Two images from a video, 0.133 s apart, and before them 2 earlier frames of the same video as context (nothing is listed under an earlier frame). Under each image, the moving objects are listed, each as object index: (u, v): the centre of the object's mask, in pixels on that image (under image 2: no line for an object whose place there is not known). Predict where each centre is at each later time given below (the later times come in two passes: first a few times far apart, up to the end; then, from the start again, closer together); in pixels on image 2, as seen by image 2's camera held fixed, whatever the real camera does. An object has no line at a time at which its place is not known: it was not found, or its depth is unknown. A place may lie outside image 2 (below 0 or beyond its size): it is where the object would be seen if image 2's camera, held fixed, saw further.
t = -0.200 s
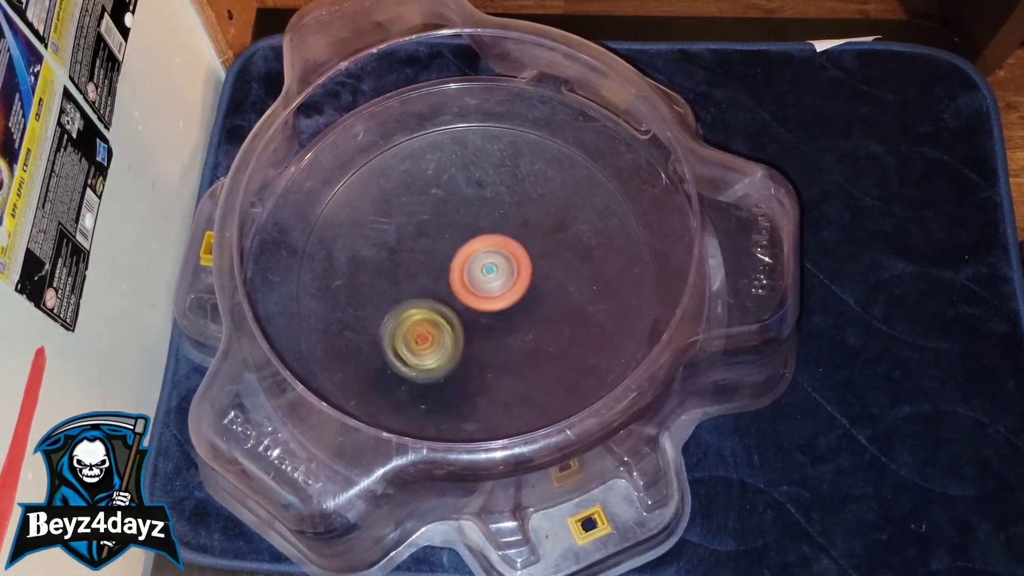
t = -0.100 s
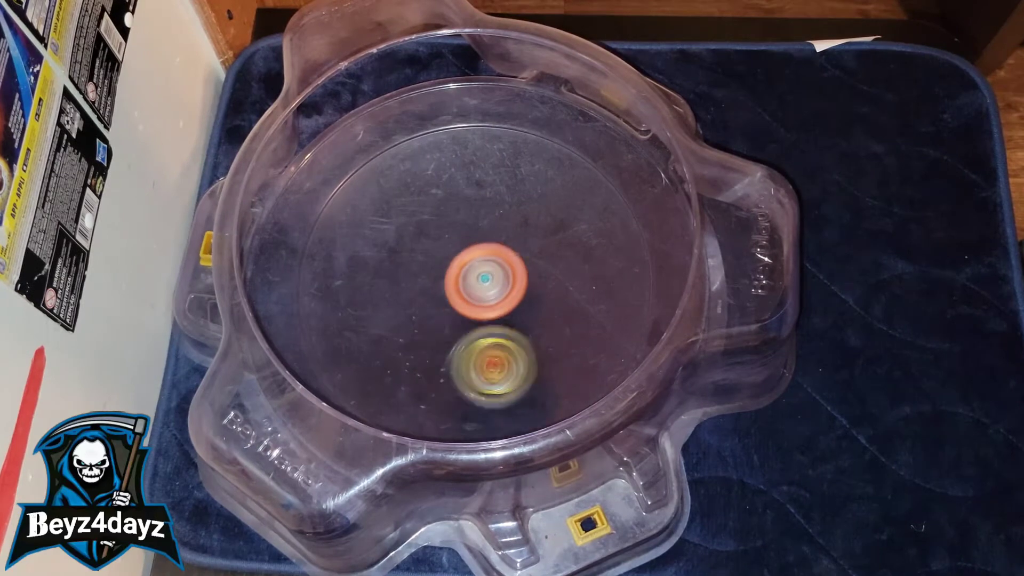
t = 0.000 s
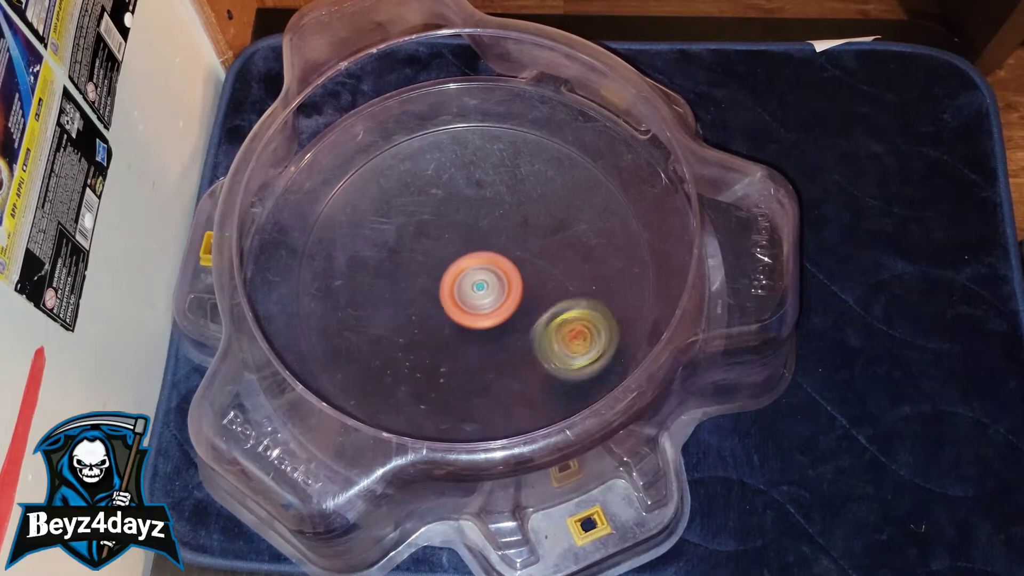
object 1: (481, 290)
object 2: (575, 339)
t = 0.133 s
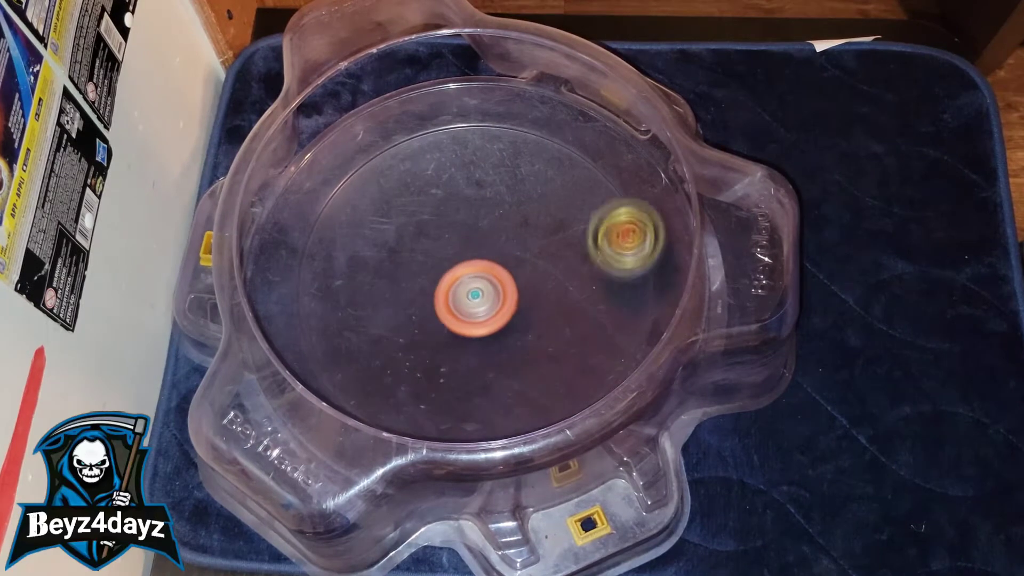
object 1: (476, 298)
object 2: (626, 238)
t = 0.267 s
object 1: (471, 304)
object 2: (568, 146)
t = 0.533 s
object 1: (461, 312)
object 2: (368, 244)
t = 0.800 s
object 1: (458, 307)
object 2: (471, 411)
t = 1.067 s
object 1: (452, 290)
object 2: (606, 268)
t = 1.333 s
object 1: (443, 273)
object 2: (411, 194)
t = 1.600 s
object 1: (439, 261)
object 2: (342, 356)
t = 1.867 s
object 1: (445, 252)
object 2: (539, 333)
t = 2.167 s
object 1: (450, 255)
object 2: (473, 147)
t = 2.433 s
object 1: (466, 266)
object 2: (340, 243)
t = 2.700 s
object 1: (492, 259)
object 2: (504, 355)
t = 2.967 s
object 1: (495, 251)
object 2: (609, 227)
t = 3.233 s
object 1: (442, 317)
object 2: (493, 111)
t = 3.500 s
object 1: (453, 350)
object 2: (377, 209)
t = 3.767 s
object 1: (504, 389)
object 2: (426, 268)
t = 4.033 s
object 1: (527, 371)
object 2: (468, 197)
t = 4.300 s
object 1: (521, 330)
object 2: (432, 263)
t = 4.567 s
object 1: (537, 321)
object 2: (444, 215)
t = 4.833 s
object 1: (533, 288)
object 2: (400, 280)
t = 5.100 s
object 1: (577, 247)
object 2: (473, 288)
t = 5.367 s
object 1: (565, 220)
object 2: (439, 222)
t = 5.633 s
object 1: (536, 218)
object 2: (449, 304)
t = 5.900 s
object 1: (517, 210)
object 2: (532, 314)
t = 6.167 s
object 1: (475, 205)
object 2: (512, 307)
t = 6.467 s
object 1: (439, 216)
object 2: (499, 340)
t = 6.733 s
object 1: (418, 233)
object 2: (425, 314)
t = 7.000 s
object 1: (414, 252)
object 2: (439, 327)
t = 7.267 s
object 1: (421, 225)
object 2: (519, 304)
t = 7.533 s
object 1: (413, 220)
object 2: (508, 244)
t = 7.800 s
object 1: (408, 228)
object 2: (520, 243)
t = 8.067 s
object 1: (426, 248)
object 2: (498, 301)
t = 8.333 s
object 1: (432, 249)
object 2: (523, 338)
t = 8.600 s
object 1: (427, 226)
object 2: (590, 342)
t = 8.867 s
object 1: (425, 242)
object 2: (517, 290)
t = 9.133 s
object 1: (408, 233)
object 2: (494, 273)
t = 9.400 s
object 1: (397, 234)
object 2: (506, 285)
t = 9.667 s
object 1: (411, 243)
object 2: (490, 271)
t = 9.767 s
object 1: (407, 237)
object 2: (508, 289)
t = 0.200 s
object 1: (473, 302)
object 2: (611, 184)
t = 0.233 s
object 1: (472, 303)
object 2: (592, 161)
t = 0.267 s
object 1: (471, 304)
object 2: (568, 146)
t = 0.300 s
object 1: (469, 306)
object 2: (540, 137)
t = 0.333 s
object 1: (468, 307)
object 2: (508, 133)
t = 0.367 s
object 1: (467, 308)
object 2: (477, 138)
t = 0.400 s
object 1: (466, 309)
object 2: (447, 149)
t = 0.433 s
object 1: (465, 310)
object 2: (419, 168)
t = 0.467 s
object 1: (463, 311)
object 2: (396, 190)
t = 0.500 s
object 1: (462, 311)
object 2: (379, 216)
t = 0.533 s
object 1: (461, 312)
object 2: (368, 244)
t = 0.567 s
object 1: (460, 312)
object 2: (362, 274)
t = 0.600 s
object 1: (459, 312)
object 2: (364, 302)
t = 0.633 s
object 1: (458, 312)
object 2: (372, 330)
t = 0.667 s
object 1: (458, 312)
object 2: (384, 355)
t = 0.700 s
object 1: (459, 311)
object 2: (398, 378)
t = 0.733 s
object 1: (459, 310)
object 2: (419, 396)
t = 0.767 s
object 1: (459, 309)
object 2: (444, 406)
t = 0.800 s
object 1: (458, 307)
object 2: (471, 411)
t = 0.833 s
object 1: (458, 305)
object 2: (501, 410)
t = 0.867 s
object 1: (457, 303)
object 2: (530, 403)
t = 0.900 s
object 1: (456, 301)
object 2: (557, 391)
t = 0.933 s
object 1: (456, 299)
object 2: (582, 374)
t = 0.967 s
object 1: (455, 297)
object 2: (601, 351)
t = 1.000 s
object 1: (454, 295)
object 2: (612, 325)
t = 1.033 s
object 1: (453, 292)
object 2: (613, 296)
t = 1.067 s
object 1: (452, 290)
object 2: (606, 268)
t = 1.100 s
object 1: (451, 288)
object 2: (592, 242)
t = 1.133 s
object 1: (450, 285)
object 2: (574, 220)
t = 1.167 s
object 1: (449, 283)
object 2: (550, 203)
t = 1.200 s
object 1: (447, 281)
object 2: (523, 191)
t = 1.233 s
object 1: (446, 279)
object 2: (493, 183)
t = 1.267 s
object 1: (445, 277)
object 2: (466, 182)
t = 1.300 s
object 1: (444, 275)
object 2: (438, 186)
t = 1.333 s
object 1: (443, 273)
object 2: (411, 194)
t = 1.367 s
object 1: (442, 271)
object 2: (388, 206)
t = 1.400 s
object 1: (442, 270)
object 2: (365, 223)
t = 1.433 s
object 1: (441, 268)
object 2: (347, 243)
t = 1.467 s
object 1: (440, 266)
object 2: (334, 263)
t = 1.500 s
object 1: (440, 265)
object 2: (327, 286)
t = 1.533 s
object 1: (439, 264)
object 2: (325, 309)
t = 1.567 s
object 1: (439, 263)
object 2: (330, 333)
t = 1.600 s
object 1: (439, 261)
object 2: (342, 356)
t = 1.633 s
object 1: (439, 260)
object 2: (361, 376)
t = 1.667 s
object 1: (440, 258)
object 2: (387, 390)
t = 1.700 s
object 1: (440, 257)
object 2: (416, 398)
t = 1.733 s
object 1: (440, 256)
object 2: (447, 398)
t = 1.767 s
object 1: (441, 255)
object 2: (477, 390)
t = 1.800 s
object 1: (442, 254)
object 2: (503, 375)
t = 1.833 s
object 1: (443, 253)
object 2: (525, 355)
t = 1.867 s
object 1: (445, 252)
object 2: (539, 333)
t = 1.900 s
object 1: (446, 252)
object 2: (548, 307)
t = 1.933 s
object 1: (448, 251)
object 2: (550, 281)
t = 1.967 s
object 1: (450, 251)
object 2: (547, 255)
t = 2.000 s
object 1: (452, 250)
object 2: (540, 233)
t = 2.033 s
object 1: (453, 250)
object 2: (529, 212)
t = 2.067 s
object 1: (449, 250)
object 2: (520, 190)
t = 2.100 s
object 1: (449, 251)
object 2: (508, 172)
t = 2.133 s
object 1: (449, 253)
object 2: (492, 158)
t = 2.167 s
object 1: (450, 255)
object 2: (473, 147)
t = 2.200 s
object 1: (451, 257)
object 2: (451, 141)
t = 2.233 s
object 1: (453, 258)
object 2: (427, 140)
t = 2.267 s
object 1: (454, 260)
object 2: (403, 147)
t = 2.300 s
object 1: (456, 261)
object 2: (381, 157)
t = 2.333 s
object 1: (458, 263)
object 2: (362, 172)
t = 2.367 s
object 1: (460, 264)
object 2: (348, 193)
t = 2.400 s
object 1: (463, 265)
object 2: (340, 217)
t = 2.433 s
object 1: (466, 266)
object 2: (340, 243)
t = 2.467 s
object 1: (468, 267)
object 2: (348, 269)
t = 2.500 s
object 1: (470, 267)
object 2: (362, 293)
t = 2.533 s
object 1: (472, 268)
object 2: (381, 312)
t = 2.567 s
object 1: (475, 268)
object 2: (404, 327)
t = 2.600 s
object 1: (479, 269)
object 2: (431, 337)
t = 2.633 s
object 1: (482, 267)
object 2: (456, 343)
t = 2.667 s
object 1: (489, 262)
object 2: (479, 352)
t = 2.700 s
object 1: (492, 259)
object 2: (504, 355)
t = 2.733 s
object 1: (494, 257)
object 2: (528, 352)
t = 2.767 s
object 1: (494, 255)
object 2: (552, 344)
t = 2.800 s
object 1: (494, 254)
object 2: (573, 331)
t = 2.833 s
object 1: (494, 253)
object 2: (591, 315)
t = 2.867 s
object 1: (495, 253)
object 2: (604, 295)
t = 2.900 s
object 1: (496, 252)
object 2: (612, 273)
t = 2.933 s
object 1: (495, 251)
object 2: (614, 249)
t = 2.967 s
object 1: (495, 251)
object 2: (609, 227)
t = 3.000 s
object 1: (495, 250)
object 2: (599, 208)
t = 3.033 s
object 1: (493, 249)
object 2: (582, 193)
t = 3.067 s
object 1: (493, 249)
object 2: (561, 182)
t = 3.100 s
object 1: (492, 250)
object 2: (537, 177)
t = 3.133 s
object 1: (485, 260)
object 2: (521, 168)
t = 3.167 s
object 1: (467, 283)
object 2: (515, 139)
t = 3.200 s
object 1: (453, 302)
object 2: (505, 120)
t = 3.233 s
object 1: (442, 317)
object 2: (493, 111)
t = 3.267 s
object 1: (436, 327)
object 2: (477, 116)
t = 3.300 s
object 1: (434, 334)
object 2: (460, 122)
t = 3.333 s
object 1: (435, 339)
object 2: (441, 129)
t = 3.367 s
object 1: (439, 342)
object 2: (421, 138)
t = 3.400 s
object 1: (442, 344)
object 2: (404, 151)
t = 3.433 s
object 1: (446, 347)
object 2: (389, 166)
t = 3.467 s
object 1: (450, 349)
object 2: (380, 187)
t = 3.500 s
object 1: (453, 350)
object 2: (377, 209)
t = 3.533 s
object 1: (455, 351)
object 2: (379, 233)
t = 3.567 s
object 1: (457, 351)
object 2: (385, 255)
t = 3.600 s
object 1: (459, 350)
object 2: (395, 274)
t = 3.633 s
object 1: (463, 352)
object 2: (409, 289)
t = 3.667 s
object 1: (479, 370)
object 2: (409, 279)
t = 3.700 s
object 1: (492, 382)
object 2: (412, 270)
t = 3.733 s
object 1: (500, 388)
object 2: (418, 268)
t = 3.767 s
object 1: (504, 389)
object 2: (426, 268)
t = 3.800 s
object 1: (509, 389)
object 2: (436, 266)
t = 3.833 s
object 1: (512, 388)
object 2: (447, 262)
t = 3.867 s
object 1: (516, 387)
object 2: (459, 254)
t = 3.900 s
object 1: (519, 385)
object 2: (468, 244)
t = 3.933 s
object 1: (522, 382)
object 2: (474, 232)
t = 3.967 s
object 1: (524, 379)
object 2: (476, 220)
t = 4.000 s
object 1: (526, 375)
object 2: (474, 207)
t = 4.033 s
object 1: (527, 371)
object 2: (468, 197)
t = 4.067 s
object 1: (527, 366)
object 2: (459, 190)
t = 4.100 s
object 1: (528, 361)
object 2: (448, 188)
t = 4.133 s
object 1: (527, 356)
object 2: (435, 192)
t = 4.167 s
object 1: (527, 351)
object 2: (425, 200)
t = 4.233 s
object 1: (524, 341)
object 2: (417, 232)
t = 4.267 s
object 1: (523, 335)
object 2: (421, 248)
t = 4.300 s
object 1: (521, 330)
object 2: (432, 263)
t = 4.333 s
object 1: (519, 325)
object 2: (448, 275)
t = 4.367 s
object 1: (525, 326)
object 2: (456, 276)
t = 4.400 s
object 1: (529, 326)
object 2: (464, 274)
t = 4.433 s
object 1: (530, 326)
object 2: (470, 268)
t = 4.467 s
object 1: (534, 330)
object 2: (468, 251)
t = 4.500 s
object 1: (536, 329)
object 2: (463, 237)
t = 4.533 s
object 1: (537, 325)
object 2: (454, 224)
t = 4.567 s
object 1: (537, 321)
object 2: (444, 215)
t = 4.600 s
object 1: (537, 317)
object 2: (430, 209)
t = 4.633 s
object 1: (538, 313)
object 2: (415, 207)
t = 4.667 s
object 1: (537, 309)
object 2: (401, 212)
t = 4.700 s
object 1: (537, 304)
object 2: (388, 221)
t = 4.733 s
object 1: (536, 300)
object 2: (382, 235)
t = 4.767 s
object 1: (535, 296)
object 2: (382, 251)
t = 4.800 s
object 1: (535, 292)
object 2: (388, 267)
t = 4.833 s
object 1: (533, 288)
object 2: (400, 280)
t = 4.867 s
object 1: (532, 283)
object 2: (416, 291)
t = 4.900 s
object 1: (530, 280)
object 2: (435, 297)
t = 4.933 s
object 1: (534, 276)
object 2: (449, 298)
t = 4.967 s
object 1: (556, 269)
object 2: (447, 299)
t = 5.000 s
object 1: (570, 263)
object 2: (449, 300)
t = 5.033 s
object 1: (577, 257)
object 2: (456, 298)
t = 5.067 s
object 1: (579, 252)
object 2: (465, 295)
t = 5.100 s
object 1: (577, 247)
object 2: (473, 288)
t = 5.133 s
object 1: (576, 242)
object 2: (480, 278)
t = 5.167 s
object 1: (576, 238)
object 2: (485, 265)
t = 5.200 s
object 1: (574, 234)
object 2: (485, 253)
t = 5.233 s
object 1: (573, 230)
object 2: (481, 243)
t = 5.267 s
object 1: (571, 227)
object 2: (473, 233)
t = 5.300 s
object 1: (569, 224)
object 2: (463, 225)
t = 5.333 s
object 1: (567, 222)
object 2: (452, 221)
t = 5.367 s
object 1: (565, 220)
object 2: (439, 222)
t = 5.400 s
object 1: (562, 218)
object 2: (427, 228)
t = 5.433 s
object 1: (559, 217)
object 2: (417, 237)
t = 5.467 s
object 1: (556, 217)
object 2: (412, 248)
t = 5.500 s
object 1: (552, 216)
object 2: (410, 262)
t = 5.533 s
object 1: (548, 216)
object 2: (414, 276)
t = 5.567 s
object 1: (544, 217)
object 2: (422, 289)
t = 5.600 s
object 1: (540, 218)
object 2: (434, 298)
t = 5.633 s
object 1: (536, 218)
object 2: (449, 304)
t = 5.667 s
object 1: (532, 220)
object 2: (466, 306)
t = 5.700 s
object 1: (527, 223)
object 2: (483, 304)
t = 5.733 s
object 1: (523, 223)
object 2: (497, 300)
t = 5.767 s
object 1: (526, 214)
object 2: (502, 306)
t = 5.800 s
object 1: (526, 209)
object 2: (509, 312)
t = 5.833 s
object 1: (524, 208)
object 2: (517, 314)
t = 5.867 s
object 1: (521, 209)
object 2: (524, 315)
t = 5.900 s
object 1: (517, 210)
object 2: (532, 314)
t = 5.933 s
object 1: (512, 212)
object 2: (537, 310)
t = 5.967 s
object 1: (508, 213)
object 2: (540, 303)
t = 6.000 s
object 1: (504, 215)
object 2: (540, 296)
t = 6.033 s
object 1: (499, 217)
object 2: (536, 287)
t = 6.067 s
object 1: (492, 211)
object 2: (532, 288)
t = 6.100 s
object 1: (485, 205)
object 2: (525, 293)
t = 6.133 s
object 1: (480, 204)
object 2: (519, 300)
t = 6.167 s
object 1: (475, 205)
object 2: (512, 307)
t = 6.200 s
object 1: (471, 205)
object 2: (506, 315)
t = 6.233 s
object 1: (466, 206)
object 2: (502, 323)
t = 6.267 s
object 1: (462, 207)
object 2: (499, 331)
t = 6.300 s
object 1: (458, 209)
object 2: (497, 338)
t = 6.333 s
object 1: (453, 209)
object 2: (495, 344)
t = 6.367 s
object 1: (450, 211)
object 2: (497, 348)
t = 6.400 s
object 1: (446, 212)
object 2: (499, 349)
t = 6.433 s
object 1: (442, 214)
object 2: (500, 346)
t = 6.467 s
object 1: (439, 216)
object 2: (499, 340)
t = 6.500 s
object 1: (436, 218)
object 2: (495, 333)
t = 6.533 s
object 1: (433, 220)
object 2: (488, 327)
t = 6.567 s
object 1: (430, 223)
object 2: (478, 320)
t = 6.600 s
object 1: (427, 225)
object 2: (468, 315)
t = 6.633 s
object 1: (424, 227)
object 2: (457, 312)
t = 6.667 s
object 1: (422, 230)
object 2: (446, 310)
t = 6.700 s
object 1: (420, 233)
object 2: (435, 309)
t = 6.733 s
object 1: (418, 233)
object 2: (425, 314)
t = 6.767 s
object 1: (417, 235)
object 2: (417, 318)
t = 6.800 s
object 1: (416, 238)
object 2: (410, 323)
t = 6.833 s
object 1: (415, 240)
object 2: (407, 328)
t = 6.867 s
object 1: (414, 242)
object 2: (408, 333)
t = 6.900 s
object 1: (414, 244)
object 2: (413, 337)
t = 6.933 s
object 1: (414, 247)
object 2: (421, 337)
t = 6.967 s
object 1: (414, 249)
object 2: (430, 334)
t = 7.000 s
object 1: (414, 252)
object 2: (439, 327)
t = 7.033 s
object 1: (413, 243)
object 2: (448, 330)
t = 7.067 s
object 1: (412, 230)
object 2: (459, 337)
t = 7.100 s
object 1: (413, 222)
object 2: (472, 339)
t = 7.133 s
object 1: (415, 220)
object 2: (485, 338)
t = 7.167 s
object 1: (418, 220)
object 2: (497, 334)
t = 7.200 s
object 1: (419, 221)
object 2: (507, 326)
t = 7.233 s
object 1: (420, 223)
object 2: (514, 316)
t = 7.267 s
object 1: (421, 225)
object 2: (519, 304)
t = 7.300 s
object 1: (421, 226)
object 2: (520, 292)
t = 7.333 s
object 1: (422, 227)
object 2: (518, 280)
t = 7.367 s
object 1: (423, 228)
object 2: (513, 268)
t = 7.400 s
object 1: (425, 229)
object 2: (506, 257)
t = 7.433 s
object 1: (422, 228)
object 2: (503, 252)
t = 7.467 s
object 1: (420, 225)
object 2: (502, 248)
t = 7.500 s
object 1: (420, 224)
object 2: (501, 244)
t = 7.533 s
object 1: (413, 220)
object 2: (508, 244)
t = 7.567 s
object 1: (410, 219)
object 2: (516, 244)
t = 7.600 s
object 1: (408, 219)
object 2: (523, 243)
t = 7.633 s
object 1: (407, 220)
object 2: (529, 241)
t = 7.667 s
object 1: (406, 221)
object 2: (532, 238)
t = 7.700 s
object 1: (406, 222)
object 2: (531, 236)
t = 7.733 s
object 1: (406, 224)
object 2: (529, 237)
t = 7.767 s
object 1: (407, 226)
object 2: (525, 240)
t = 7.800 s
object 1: (408, 228)
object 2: (520, 243)
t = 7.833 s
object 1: (410, 230)
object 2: (515, 248)
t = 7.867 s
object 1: (412, 233)
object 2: (510, 254)
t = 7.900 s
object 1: (415, 235)
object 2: (506, 261)
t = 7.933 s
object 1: (417, 238)
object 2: (503, 269)
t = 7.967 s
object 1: (419, 241)
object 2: (500, 277)
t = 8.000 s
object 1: (421, 243)
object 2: (498, 285)
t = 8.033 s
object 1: (424, 245)
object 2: (497, 294)
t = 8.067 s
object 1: (426, 248)
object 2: (498, 301)
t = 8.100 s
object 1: (429, 251)
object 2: (499, 307)
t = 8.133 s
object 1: (432, 254)
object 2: (500, 312)
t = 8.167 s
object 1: (435, 257)
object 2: (503, 316)
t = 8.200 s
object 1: (437, 260)
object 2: (505, 319)
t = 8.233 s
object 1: (440, 263)
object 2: (506, 320)
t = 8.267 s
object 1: (442, 266)
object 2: (506, 320)
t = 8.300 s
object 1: (443, 266)
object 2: (508, 322)
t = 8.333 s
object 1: (432, 249)
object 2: (523, 338)
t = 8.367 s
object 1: (424, 235)
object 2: (535, 348)
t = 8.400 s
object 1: (421, 226)
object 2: (544, 353)
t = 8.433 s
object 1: (421, 221)
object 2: (555, 356)
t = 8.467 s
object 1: (425, 219)
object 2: (564, 357)
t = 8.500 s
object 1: (428, 220)
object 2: (573, 357)
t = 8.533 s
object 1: (428, 222)
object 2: (581, 356)
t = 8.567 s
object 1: (428, 224)
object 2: (588, 351)
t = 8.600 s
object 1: (427, 226)
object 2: (590, 342)
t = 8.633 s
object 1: (427, 228)
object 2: (585, 333)
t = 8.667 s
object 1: (426, 229)
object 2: (577, 324)
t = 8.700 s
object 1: (425, 231)
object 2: (568, 317)
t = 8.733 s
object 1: (425, 233)
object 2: (558, 311)
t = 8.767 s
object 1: (425, 235)
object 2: (548, 306)
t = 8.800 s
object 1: (424, 237)
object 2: (537, 301)
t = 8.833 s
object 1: (425, 240)
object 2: (527, 296)
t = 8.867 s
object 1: (425, 242)
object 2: (517, 290)
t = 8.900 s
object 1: (426, 245)
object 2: (507, 285)
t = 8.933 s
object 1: (426, 245)
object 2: (500, 281)
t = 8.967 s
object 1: (416, 238)
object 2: (505, 286)
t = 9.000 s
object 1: (410, 232)
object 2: (508, 291)
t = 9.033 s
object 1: (409, 230)
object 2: (507, 290)
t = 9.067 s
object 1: (409, 231)
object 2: (505, 285)
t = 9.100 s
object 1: (408, 232)
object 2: (501, 278)
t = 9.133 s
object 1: (408, 233)
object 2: (494, 273)
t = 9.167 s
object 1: (407, 235)
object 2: (486, 269)
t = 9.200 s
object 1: (405, 234)
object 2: (480, 269)
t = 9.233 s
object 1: (400, 231)
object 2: (482, 274)
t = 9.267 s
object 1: (399, 230)
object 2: (486, 279)
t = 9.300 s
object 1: (398, 231)
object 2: (492, 283)
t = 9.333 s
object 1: (398, 232)
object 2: (498, 284)
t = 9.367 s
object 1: (397, 233)
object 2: (502, 285)
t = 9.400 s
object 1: (397, 234)
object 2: (506, 285)
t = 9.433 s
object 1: (398, 235)
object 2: (510, 282)
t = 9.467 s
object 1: (399, 236)
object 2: (512, 281)
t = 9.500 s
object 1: (400, 236)
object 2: (513, 279)
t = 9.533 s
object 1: (402, 237)
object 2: (511, 275)
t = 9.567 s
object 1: (404, 239)
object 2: (507, 273)
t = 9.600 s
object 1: (407, 240)
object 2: (502, 272)
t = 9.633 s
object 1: (410, 242)
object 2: (496, 270)
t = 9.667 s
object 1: (411, 243)
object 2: (490, 271)
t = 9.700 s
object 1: (406, 238)
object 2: (495, 279)
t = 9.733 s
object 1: (406, 236)
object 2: (502, 285)
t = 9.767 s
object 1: (407, 237)
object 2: (508, 289)
